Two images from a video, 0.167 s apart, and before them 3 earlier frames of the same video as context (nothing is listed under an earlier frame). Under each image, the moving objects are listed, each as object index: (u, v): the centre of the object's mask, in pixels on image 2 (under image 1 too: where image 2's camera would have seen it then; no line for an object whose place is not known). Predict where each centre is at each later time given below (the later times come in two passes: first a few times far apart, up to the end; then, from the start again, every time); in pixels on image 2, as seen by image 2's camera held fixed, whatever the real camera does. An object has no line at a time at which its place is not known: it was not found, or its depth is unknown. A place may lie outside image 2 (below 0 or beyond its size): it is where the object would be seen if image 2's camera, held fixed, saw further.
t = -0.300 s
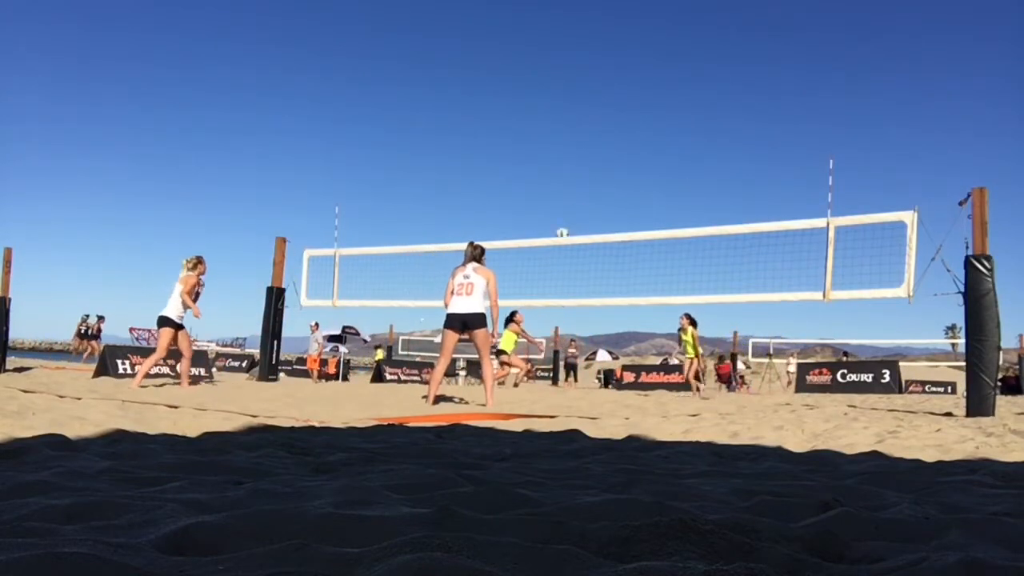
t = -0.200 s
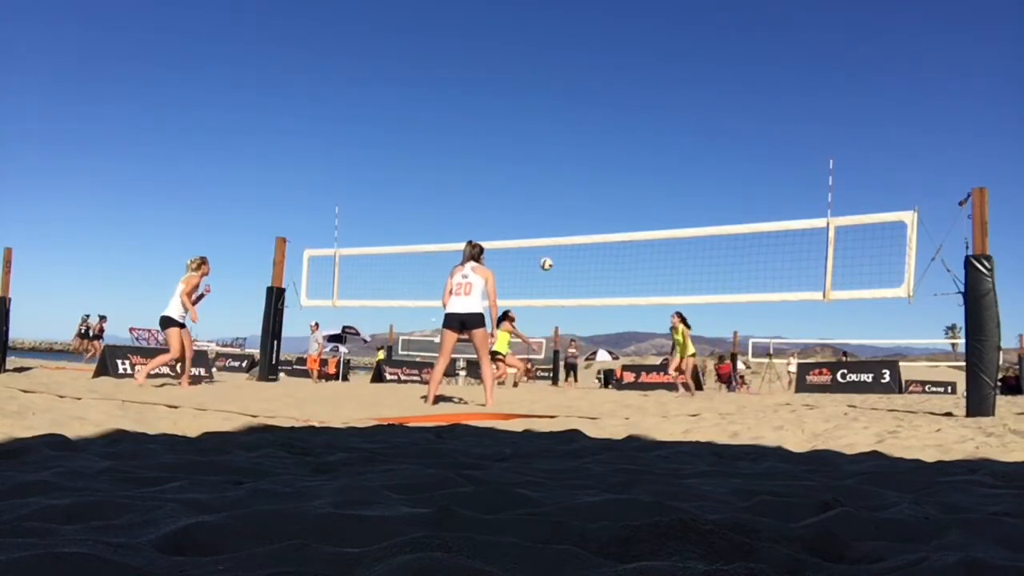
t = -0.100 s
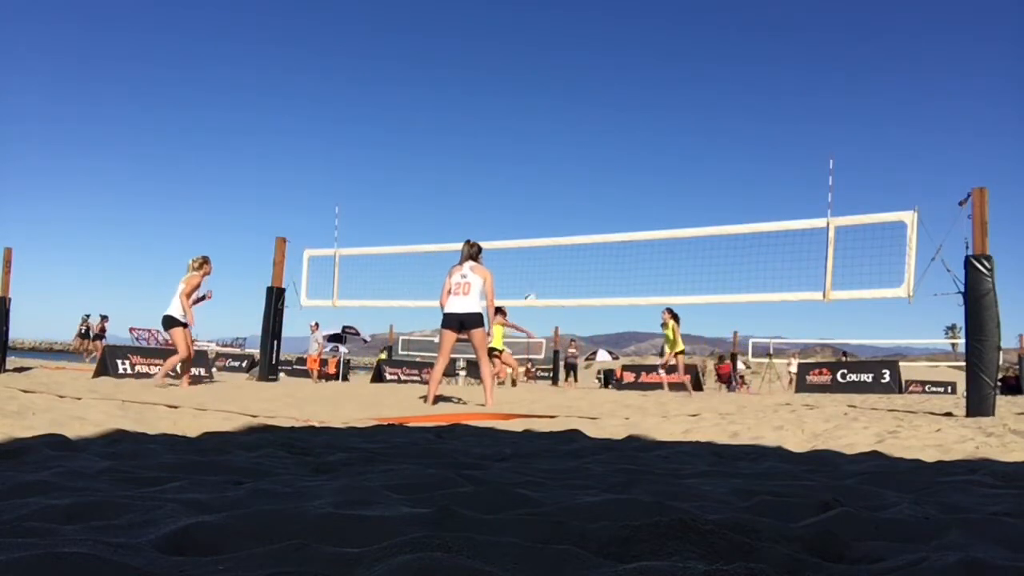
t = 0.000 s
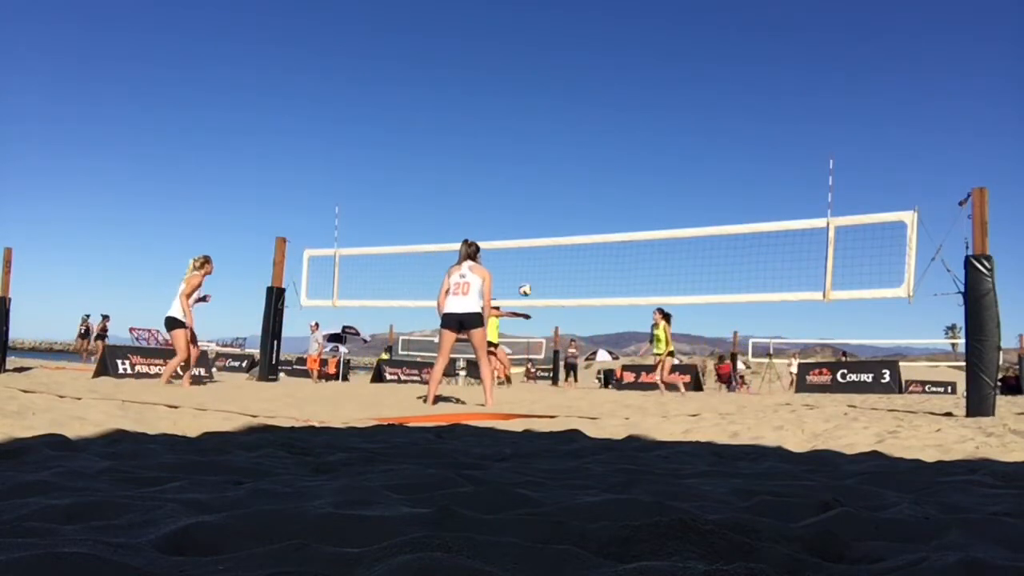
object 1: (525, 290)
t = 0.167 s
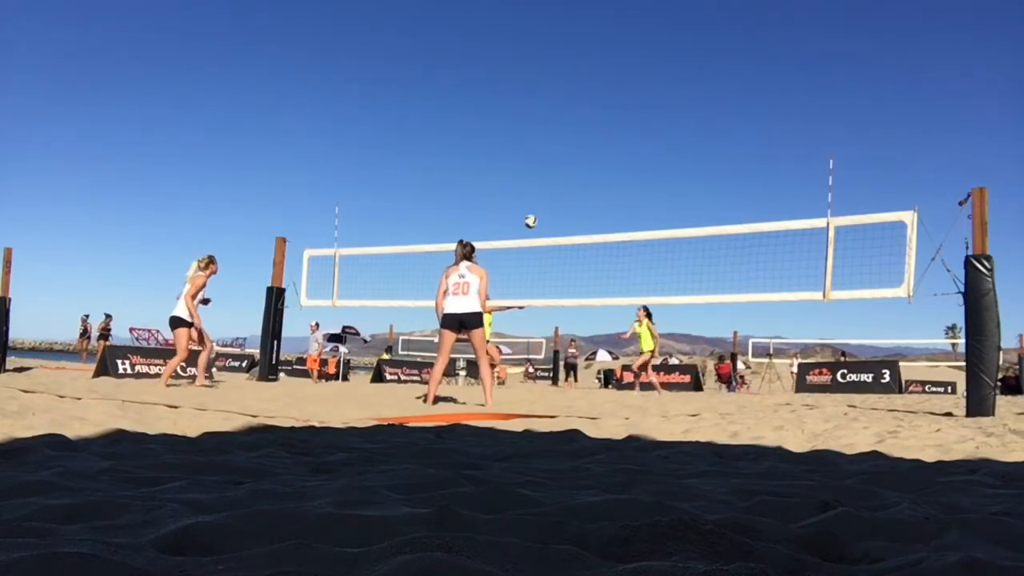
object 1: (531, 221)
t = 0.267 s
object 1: (534, 188)
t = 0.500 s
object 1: (538, 134)
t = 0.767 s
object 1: (539, 111)
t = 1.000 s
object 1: (536, 127)
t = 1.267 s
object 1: (528, 187)
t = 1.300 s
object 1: (526, 198)
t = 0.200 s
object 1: (532, 209)
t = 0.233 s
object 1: (532, 198)
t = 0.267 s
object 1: (534, 188)
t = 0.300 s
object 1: (534, 178)
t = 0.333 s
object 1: (535, 169)
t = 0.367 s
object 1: (536, 161)
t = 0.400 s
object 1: (537, 153)
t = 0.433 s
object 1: (537, 146)
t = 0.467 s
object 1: (538, 139)
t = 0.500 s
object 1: (538, 134)
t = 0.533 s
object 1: (538, 129)
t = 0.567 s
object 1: (538, 124)
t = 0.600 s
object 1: (539, 121)
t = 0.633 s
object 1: (539, 118)
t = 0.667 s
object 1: (539, 115)
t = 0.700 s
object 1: (539, 113)
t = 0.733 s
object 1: (539, 112)
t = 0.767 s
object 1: (539, 111)
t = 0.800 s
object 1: (539, 112)
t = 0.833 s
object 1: (539, 113)
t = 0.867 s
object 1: (539, 114)
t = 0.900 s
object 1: (538, 117)
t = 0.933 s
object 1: (538, 119)
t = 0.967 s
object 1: (538, 123)
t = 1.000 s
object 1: (536, 127)
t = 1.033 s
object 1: (536, 132)
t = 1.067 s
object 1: (535, 138)
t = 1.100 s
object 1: (534, 144)
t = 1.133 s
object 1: (533, 151)
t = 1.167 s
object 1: (532, 160)
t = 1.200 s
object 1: (531, 168)
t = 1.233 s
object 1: (529, 177)
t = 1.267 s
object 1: (528, 187)
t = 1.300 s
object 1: (526, 198)
